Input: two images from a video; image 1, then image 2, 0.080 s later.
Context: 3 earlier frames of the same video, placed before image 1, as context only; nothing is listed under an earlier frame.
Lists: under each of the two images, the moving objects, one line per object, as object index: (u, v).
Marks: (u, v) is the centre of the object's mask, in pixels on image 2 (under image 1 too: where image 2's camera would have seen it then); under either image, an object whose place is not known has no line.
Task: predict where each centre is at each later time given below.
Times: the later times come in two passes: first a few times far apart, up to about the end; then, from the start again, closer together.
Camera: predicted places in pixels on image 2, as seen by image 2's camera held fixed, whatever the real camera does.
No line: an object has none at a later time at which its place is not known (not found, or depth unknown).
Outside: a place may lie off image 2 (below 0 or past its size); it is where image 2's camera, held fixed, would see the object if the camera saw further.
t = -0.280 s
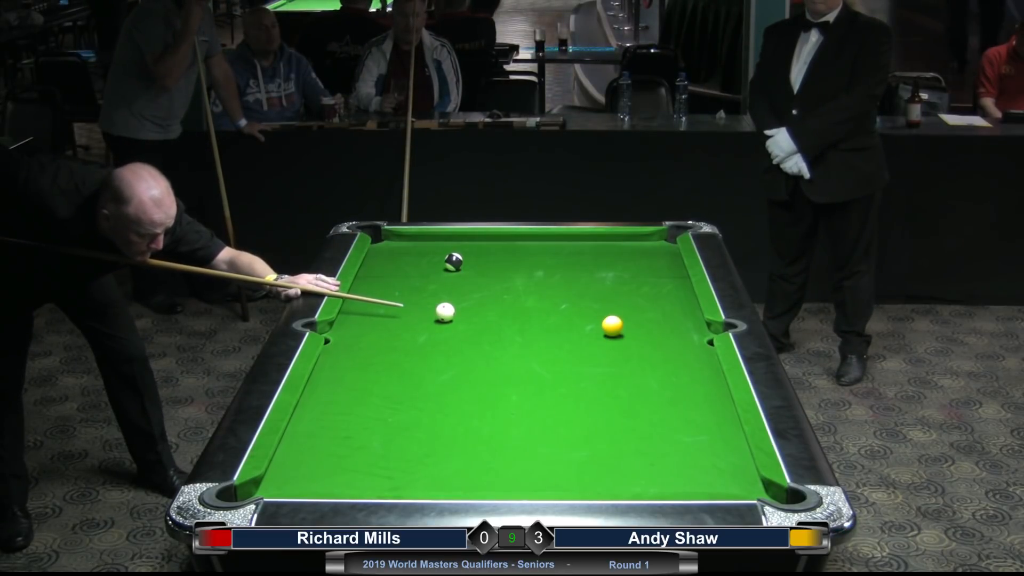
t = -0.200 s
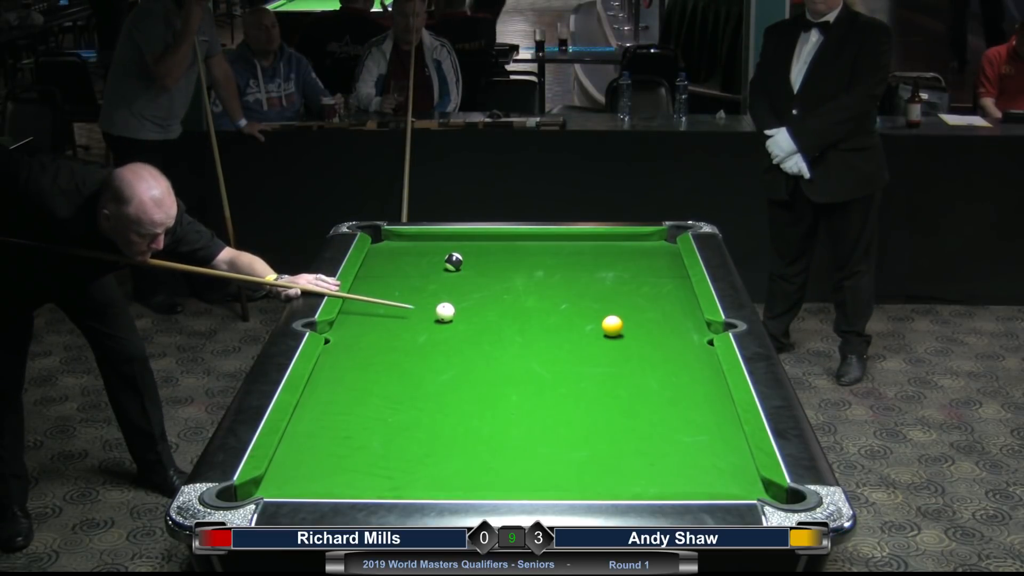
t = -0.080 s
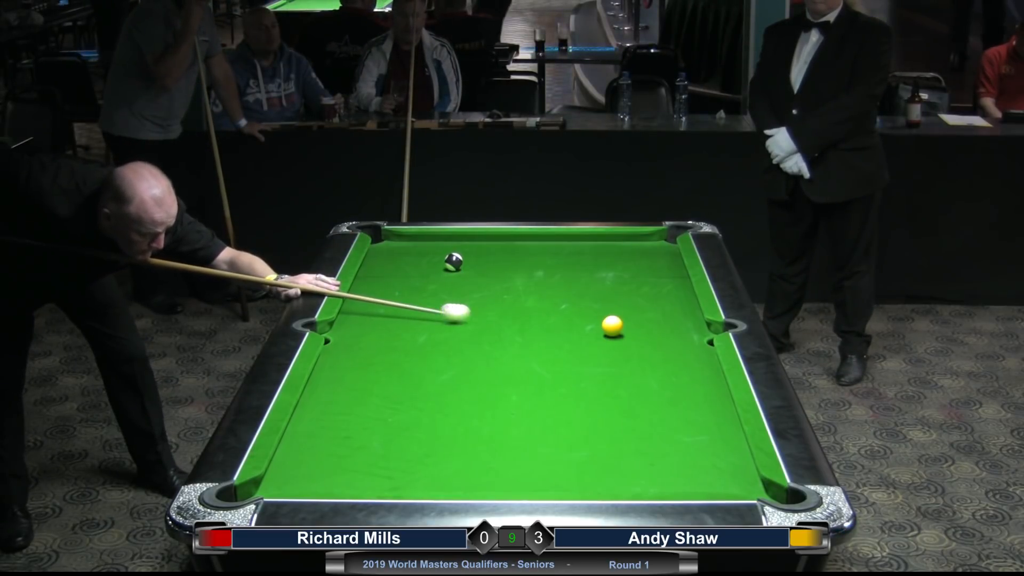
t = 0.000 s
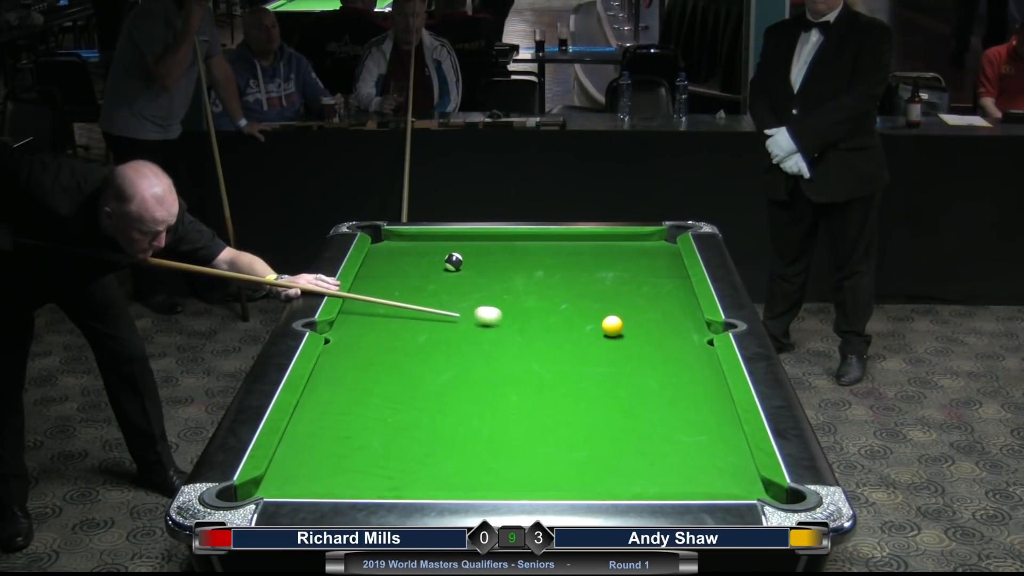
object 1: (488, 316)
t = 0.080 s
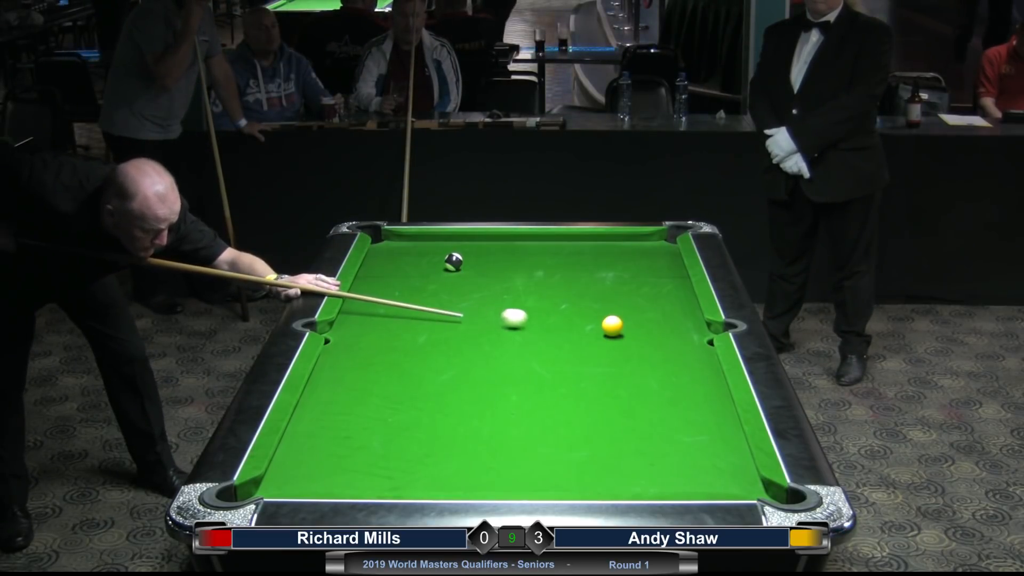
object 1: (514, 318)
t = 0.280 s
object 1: (576, 324)
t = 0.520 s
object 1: (597, 327)
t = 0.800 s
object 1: (606, 330)
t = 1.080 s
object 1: (613, 331)
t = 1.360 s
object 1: (617, 332)
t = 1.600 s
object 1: (619, 333)
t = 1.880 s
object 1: (619, 333)
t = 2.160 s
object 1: (618, 333)
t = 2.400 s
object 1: (618, 333)
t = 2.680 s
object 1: (618, 333)
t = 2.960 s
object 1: (618, 333)
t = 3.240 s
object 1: (618, 333)
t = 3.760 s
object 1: (618, 333)
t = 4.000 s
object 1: (618, 330)
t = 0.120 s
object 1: (526, 319)
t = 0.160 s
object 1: (539, 320)
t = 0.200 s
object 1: (551, 322)
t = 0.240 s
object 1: (564, 323)
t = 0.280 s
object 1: (576, 324)
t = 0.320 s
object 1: (588, 325)
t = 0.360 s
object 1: (592, 326)
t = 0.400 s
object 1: (592, 326)
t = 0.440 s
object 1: (594, 327)
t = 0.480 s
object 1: (595, 327)
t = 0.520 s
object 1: (597, 327)
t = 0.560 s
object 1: (598, 328)
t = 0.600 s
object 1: (600, 328)
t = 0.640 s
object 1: (601, 328)
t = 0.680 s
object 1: (602, 329)
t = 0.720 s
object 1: (603, 329)
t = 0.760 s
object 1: (605, 329)
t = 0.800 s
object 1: (606, 330)
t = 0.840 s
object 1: (607, 330)
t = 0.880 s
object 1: (608, 330)
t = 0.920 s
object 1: (609, 331)
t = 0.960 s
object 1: (610, 331)
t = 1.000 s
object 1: (611, 331)
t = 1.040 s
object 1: (612, 331)
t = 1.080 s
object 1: (613, 331)
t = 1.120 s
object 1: (613, 332)
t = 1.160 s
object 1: (614, 332)
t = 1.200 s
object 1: (615, 332)
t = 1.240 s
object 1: (615, 332)
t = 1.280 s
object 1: (616, 332)
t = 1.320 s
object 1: (616, 332)
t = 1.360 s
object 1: (617, 332)
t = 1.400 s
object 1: (617, 332)
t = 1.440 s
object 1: (618, 332)
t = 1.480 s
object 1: (618, 332)
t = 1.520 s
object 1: (618, 333)
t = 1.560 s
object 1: (618, 333)
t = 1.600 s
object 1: (619, 333)
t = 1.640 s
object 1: (619, 333)
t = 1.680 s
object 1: (619, 333)
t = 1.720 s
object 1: (619, 333)
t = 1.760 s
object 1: (619, 333)
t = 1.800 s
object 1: (619, 333)
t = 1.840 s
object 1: (619, 333)
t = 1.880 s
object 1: (619, 333)
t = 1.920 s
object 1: (618, 333)
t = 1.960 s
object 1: (618, 333)
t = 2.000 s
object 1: (618, 333)
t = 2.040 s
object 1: (618, 333)
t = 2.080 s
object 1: (618, 333)
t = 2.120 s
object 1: (618, 333)
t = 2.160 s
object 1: (618, 333)
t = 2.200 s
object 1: (618, 333)
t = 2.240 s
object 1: (618, 333)
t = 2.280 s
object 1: (618, 333)
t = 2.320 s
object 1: (618, 333)
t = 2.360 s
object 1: (618, 333)
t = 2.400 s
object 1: (618, 333)
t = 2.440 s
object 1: (618, 333)
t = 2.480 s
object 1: (618, 333)
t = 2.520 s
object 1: (618, 333)
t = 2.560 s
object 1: (618, 333)
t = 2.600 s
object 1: (618, 333)
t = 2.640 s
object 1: (618, 333)
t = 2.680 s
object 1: (618, 333)
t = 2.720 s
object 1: (618, 333)
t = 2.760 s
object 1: (618, 333)
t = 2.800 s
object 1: (618, 333)
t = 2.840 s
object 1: (618, 333)
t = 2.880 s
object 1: (618, 333)
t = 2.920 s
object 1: (618, 333)
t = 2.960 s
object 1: (618, 333)
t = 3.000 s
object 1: (618, 333)
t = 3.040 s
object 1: (619, 333)
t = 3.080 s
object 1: (621, 333)
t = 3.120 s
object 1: (621, 333)
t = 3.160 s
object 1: (619, 333)
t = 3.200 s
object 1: (618, 333)
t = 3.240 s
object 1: (618, 333)
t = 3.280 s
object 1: (620, 333)
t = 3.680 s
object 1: (616, 332)
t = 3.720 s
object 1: (618, 333)
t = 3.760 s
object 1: (618, 333)
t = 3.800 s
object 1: (618, 333)
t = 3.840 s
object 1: (618, 333)
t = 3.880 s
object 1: (618, 333)
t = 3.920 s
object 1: (618, 333)
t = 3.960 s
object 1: (618, 333)
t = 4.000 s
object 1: (618, 330)
